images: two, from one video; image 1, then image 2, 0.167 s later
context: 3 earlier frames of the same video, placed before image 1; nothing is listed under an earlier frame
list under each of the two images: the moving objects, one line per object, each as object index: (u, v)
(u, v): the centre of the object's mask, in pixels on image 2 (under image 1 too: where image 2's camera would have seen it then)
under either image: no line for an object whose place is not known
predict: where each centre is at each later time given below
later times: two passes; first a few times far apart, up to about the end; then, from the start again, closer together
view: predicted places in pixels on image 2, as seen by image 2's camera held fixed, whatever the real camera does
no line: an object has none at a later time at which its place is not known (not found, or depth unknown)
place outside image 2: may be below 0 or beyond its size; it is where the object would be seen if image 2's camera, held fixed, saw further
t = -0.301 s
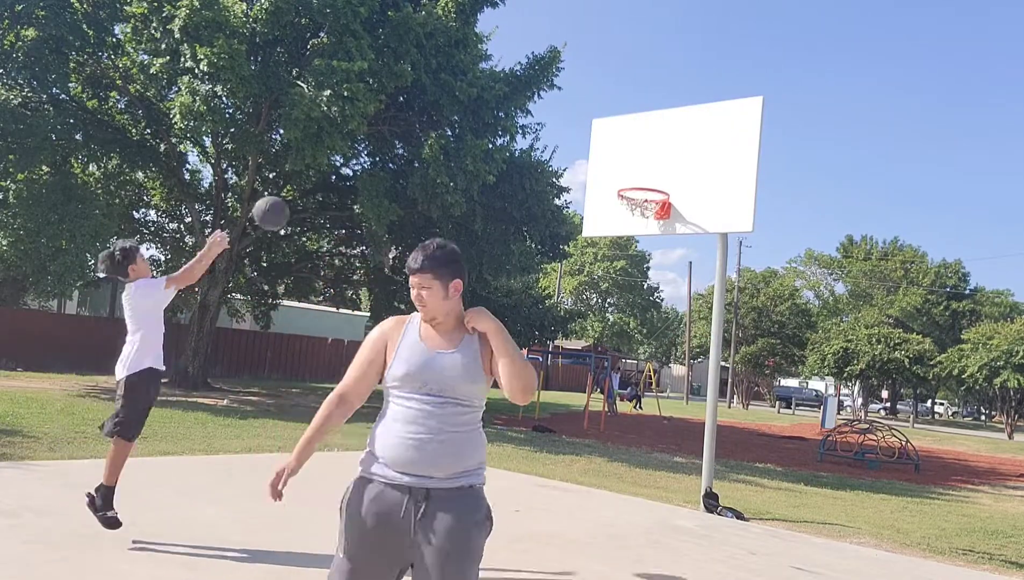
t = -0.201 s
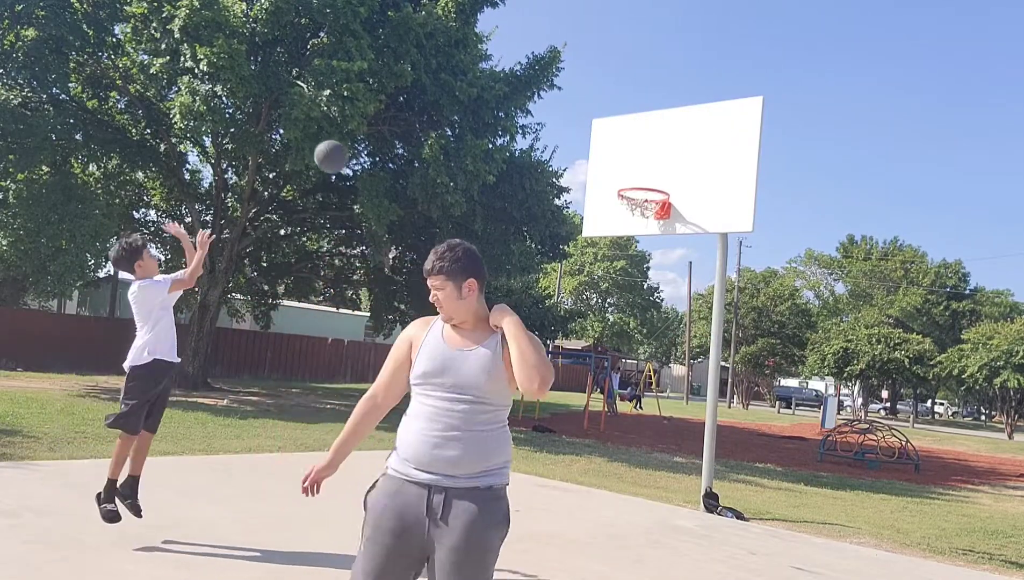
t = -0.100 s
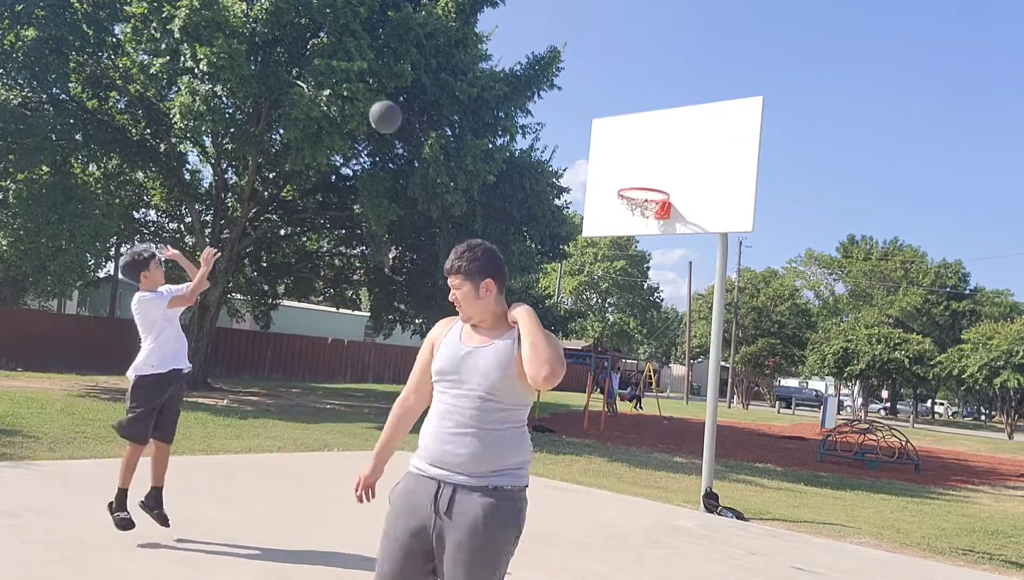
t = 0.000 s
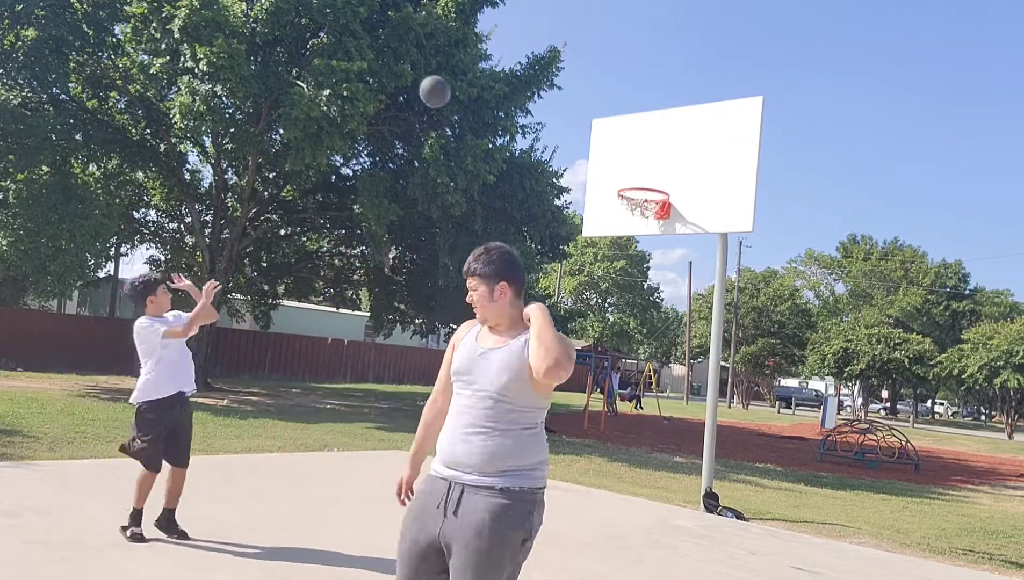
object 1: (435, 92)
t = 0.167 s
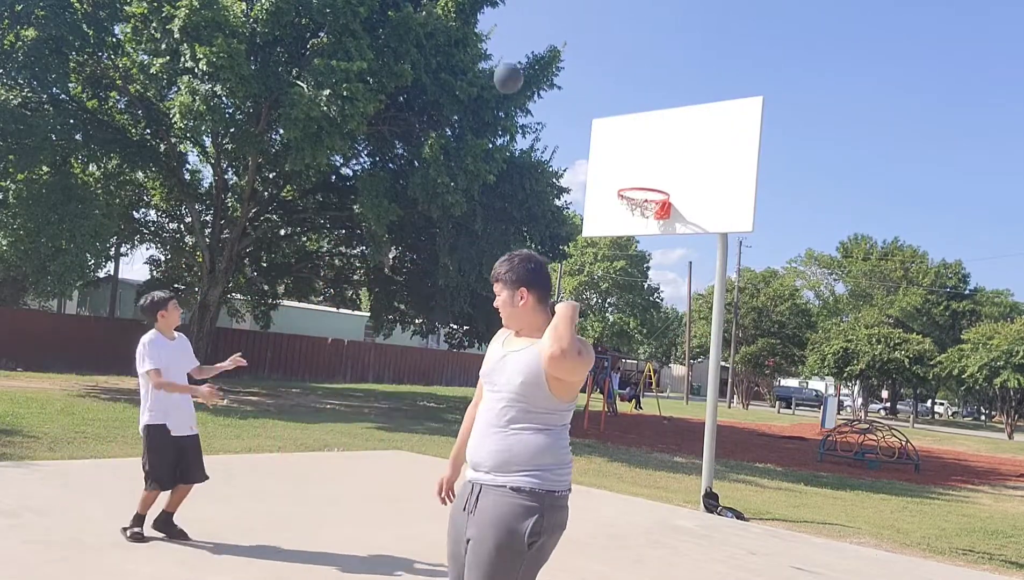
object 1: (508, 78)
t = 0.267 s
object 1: (547, 86)
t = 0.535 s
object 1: (638, 156)
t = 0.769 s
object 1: (650, 176)
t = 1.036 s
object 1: (587, 188)
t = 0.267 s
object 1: (547, 86)
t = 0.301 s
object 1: (560, 90)
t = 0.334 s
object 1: (572, 97)
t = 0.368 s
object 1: (584, 104)
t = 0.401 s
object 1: (595, 112)
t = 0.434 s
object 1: (606, 121)
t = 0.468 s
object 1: (618, 131)
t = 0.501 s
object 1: (628, 143)
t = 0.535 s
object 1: (638, 156)
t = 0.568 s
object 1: (649, 169)
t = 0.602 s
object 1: (658, 180)
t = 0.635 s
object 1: (659, 179)
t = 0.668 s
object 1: (658, 178)
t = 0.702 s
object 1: (659, 178)
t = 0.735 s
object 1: (658, 179)
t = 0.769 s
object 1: (650, 176)
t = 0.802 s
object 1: (643, 173)
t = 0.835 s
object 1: (635, 172)
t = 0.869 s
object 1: (628, 172)
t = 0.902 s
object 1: (620, 173)
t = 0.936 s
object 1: (612, 175)
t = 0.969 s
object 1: (604, 178)
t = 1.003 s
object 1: (595, 183)
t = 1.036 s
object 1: (587, 188)
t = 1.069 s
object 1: (578, 195)
